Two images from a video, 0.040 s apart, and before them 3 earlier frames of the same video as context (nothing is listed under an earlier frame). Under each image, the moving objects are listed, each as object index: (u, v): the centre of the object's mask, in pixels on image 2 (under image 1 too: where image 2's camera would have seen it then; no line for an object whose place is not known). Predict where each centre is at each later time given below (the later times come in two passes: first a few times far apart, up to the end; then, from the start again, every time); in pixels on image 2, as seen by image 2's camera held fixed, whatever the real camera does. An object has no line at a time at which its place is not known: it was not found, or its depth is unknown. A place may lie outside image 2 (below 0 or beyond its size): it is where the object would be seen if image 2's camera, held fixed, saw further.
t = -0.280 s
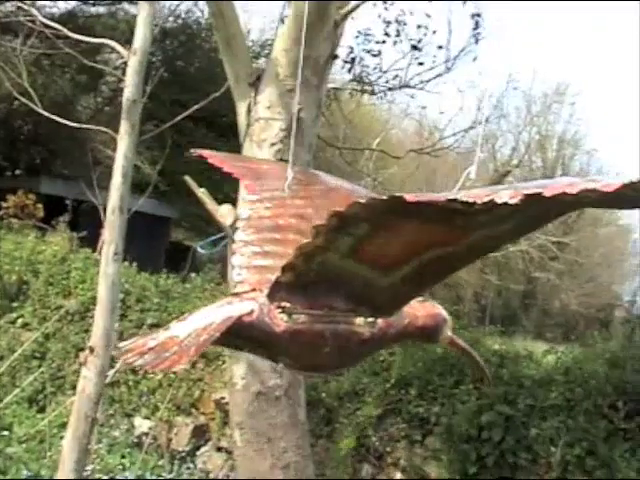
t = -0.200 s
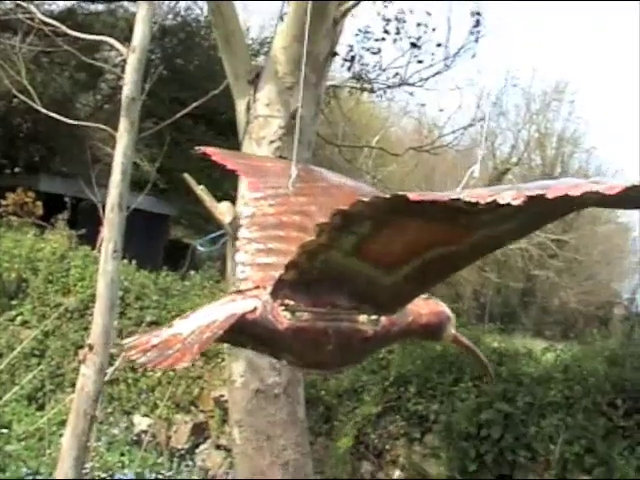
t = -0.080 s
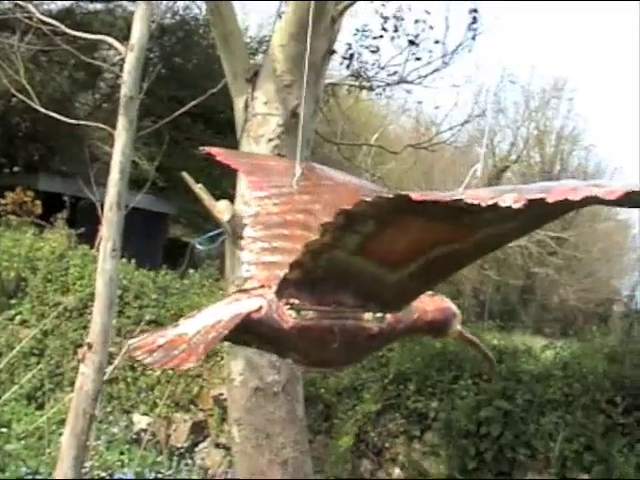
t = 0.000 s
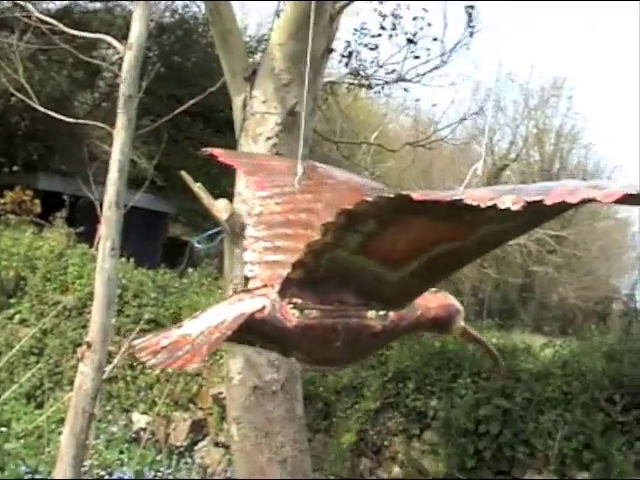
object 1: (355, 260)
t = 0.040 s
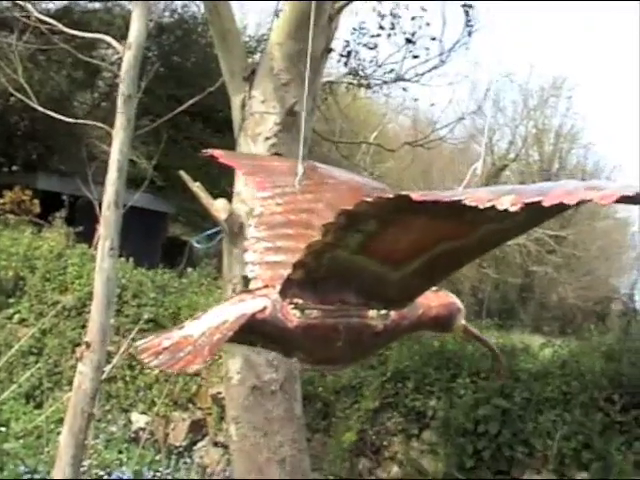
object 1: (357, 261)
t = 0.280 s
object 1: (364, 261)
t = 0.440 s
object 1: (370, 261)
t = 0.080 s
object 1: (358, 261)
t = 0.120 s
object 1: (359, 261)
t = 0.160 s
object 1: (361, 261)
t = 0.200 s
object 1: (363, 261)
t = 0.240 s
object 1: (363, 262)
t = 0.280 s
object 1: (364, 261)
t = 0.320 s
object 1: (366, 261)
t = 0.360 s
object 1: (368, 261)
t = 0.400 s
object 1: (369, 261)
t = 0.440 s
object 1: (370, 261)
